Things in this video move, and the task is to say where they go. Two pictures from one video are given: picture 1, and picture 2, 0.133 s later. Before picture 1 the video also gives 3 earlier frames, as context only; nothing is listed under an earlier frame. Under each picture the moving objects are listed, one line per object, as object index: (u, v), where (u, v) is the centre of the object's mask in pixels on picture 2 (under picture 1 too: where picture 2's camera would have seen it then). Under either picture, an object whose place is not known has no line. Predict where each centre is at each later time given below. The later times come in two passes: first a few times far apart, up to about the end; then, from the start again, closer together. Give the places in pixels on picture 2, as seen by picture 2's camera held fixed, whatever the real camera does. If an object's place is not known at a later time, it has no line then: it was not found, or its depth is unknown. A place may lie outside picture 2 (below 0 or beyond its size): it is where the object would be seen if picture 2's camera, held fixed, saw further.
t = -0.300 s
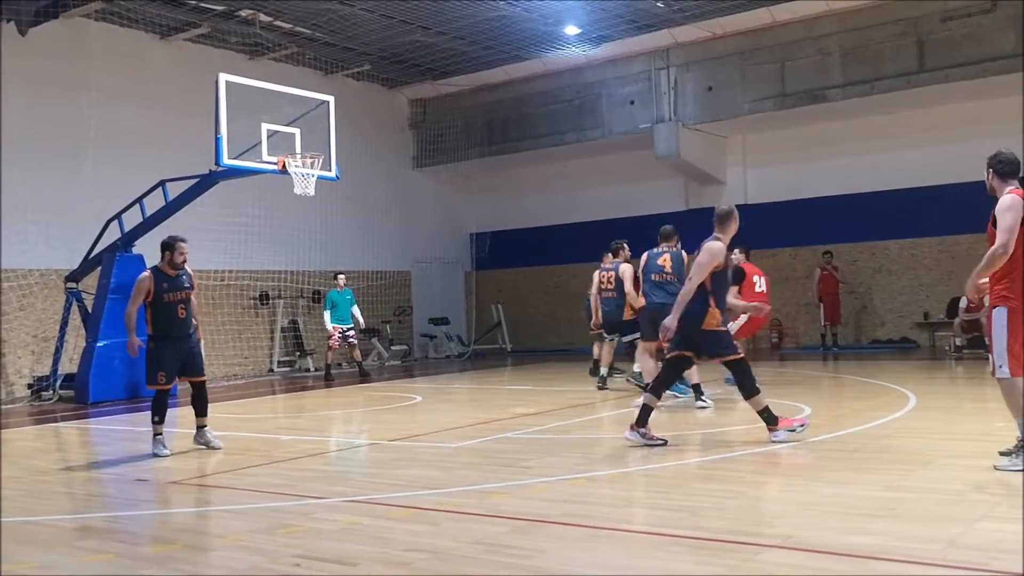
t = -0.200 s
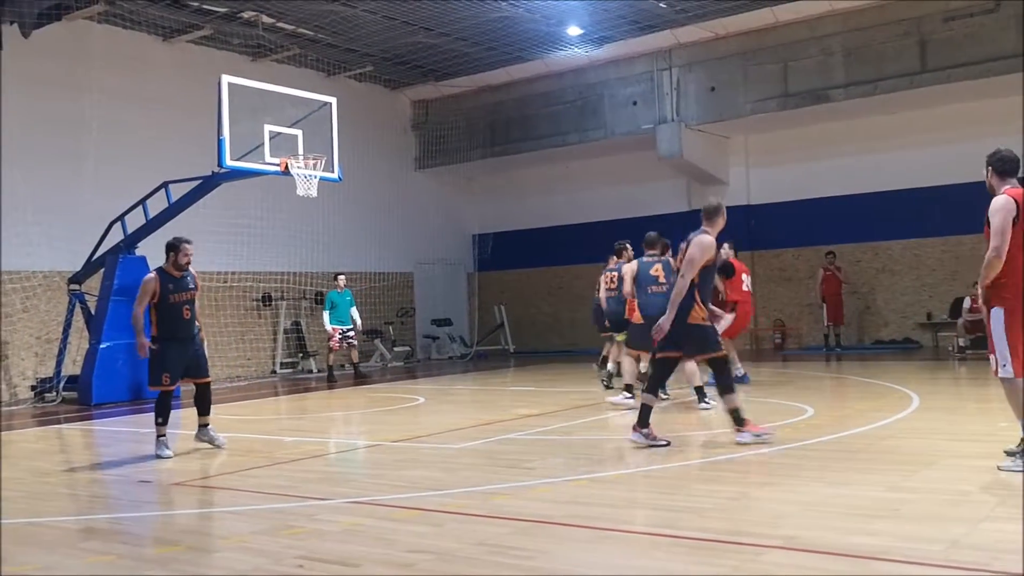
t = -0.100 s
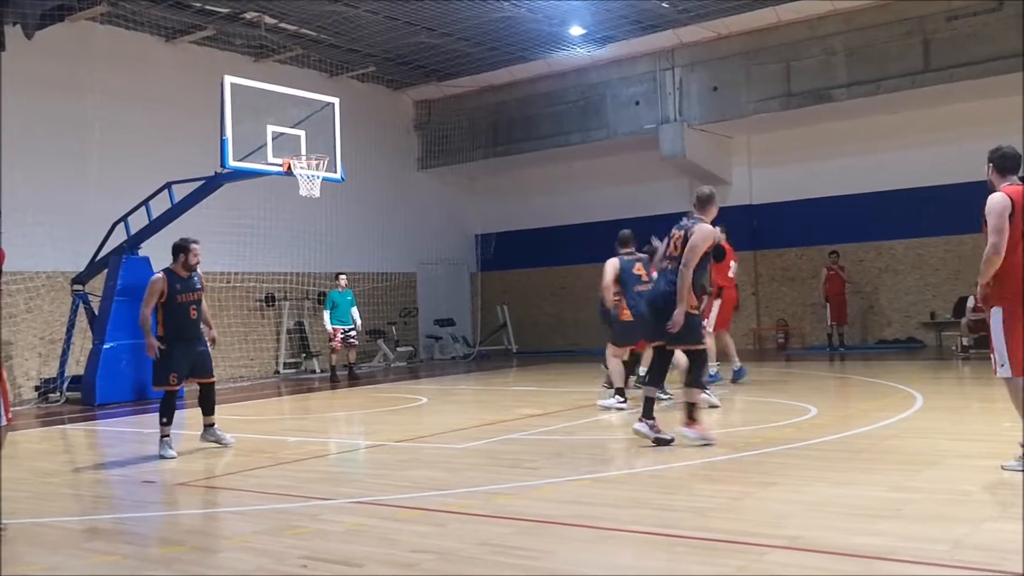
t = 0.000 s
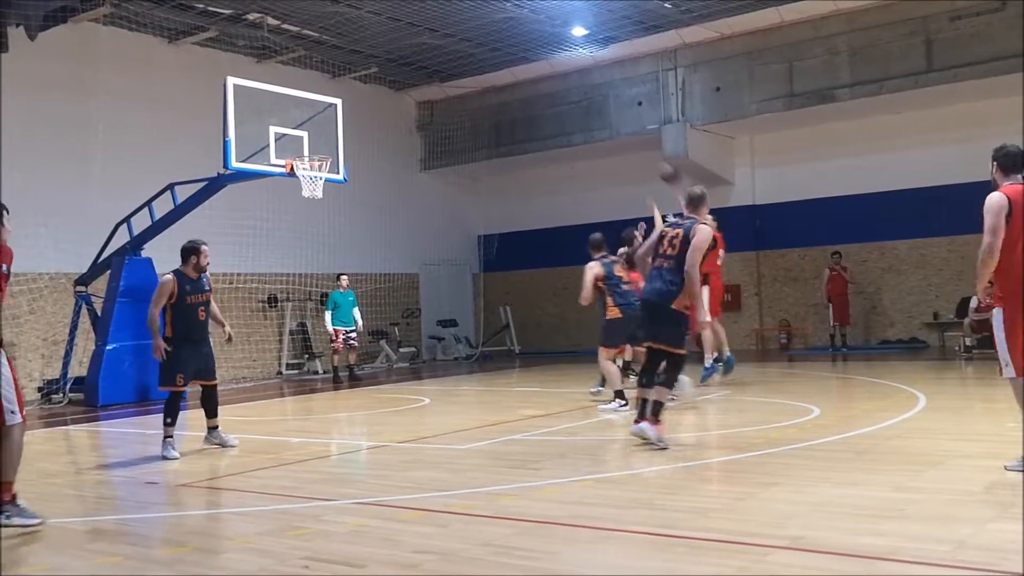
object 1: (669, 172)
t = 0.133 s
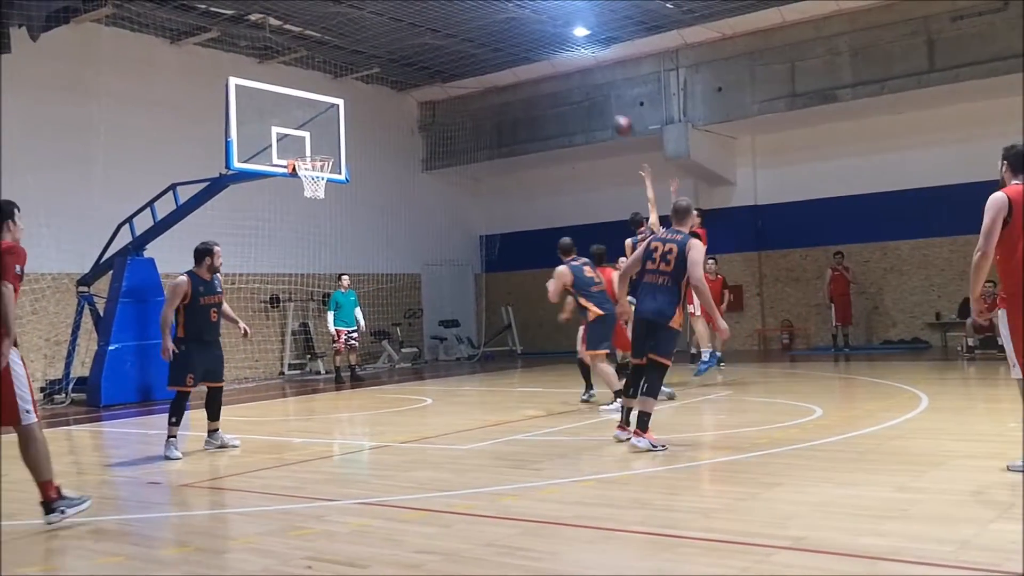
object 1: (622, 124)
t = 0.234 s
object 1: (587, 96)
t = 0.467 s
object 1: (503, 65)
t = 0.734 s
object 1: (411, 81)
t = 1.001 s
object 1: (322, 151)
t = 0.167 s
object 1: (611, 113)
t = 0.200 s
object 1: (598, 104)
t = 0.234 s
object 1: (587, 96)
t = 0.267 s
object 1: (575, 89)
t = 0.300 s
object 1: (562, 82)
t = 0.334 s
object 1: (551, 77)
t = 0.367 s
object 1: (539, 73)
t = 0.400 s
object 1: (526, 70)
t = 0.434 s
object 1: (515, 67)
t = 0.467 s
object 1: (503, 65)
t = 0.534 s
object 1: (482, 63)
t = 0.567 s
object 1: (471, 64)
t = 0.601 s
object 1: (459, 66)
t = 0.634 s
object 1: (446, 69)
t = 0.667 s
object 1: (436, 71)
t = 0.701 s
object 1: (423, 75)
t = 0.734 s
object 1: (411, 81)
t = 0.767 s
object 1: (400, 86)
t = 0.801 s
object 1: (389, 93)
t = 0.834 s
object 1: (377, 101)
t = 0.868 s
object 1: (367, 109)
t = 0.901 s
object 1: (355, 119)
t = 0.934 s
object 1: (345, 130)
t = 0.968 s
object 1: (333, 142)
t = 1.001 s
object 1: (322, 151)
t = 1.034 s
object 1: (312, 156)
